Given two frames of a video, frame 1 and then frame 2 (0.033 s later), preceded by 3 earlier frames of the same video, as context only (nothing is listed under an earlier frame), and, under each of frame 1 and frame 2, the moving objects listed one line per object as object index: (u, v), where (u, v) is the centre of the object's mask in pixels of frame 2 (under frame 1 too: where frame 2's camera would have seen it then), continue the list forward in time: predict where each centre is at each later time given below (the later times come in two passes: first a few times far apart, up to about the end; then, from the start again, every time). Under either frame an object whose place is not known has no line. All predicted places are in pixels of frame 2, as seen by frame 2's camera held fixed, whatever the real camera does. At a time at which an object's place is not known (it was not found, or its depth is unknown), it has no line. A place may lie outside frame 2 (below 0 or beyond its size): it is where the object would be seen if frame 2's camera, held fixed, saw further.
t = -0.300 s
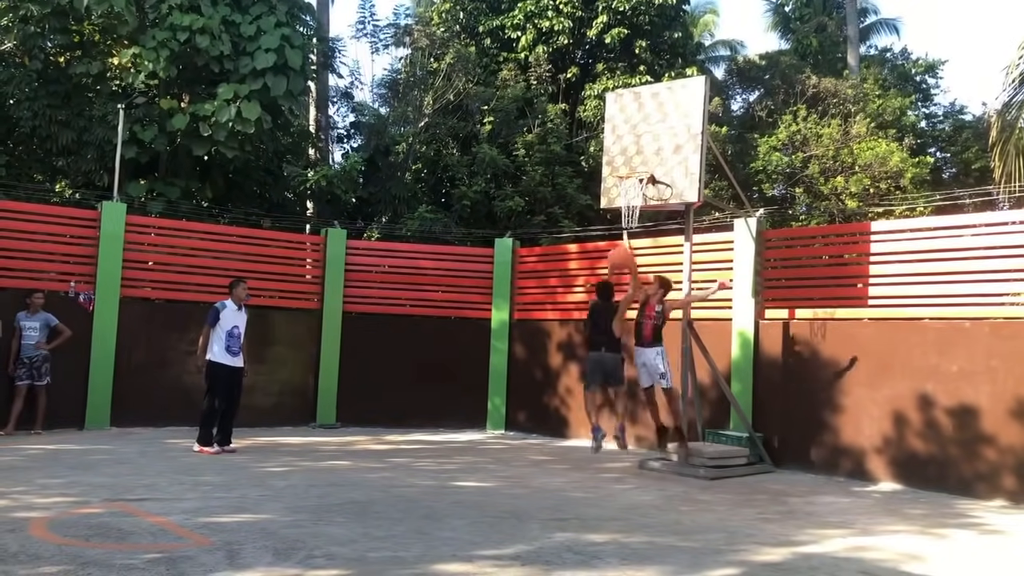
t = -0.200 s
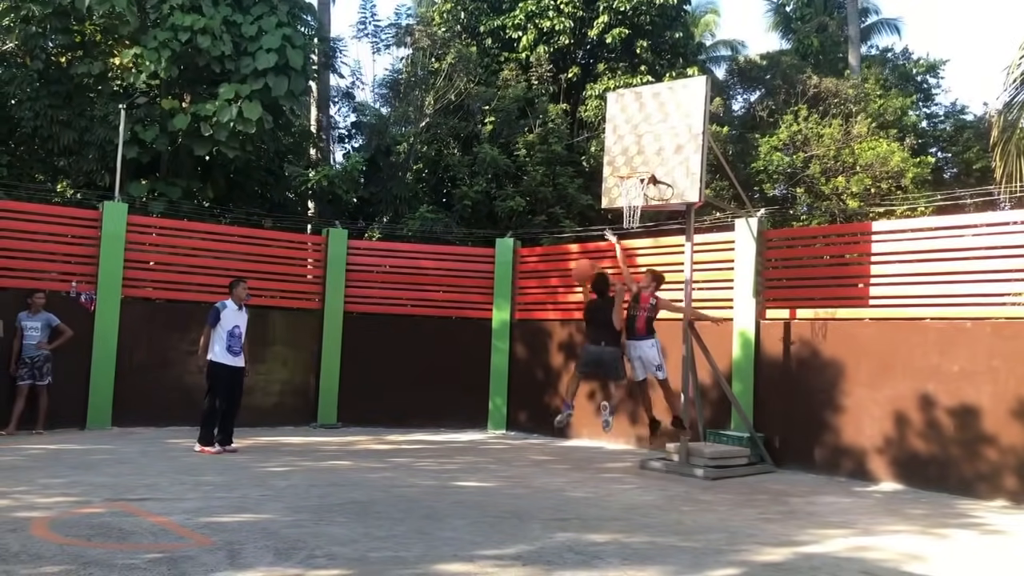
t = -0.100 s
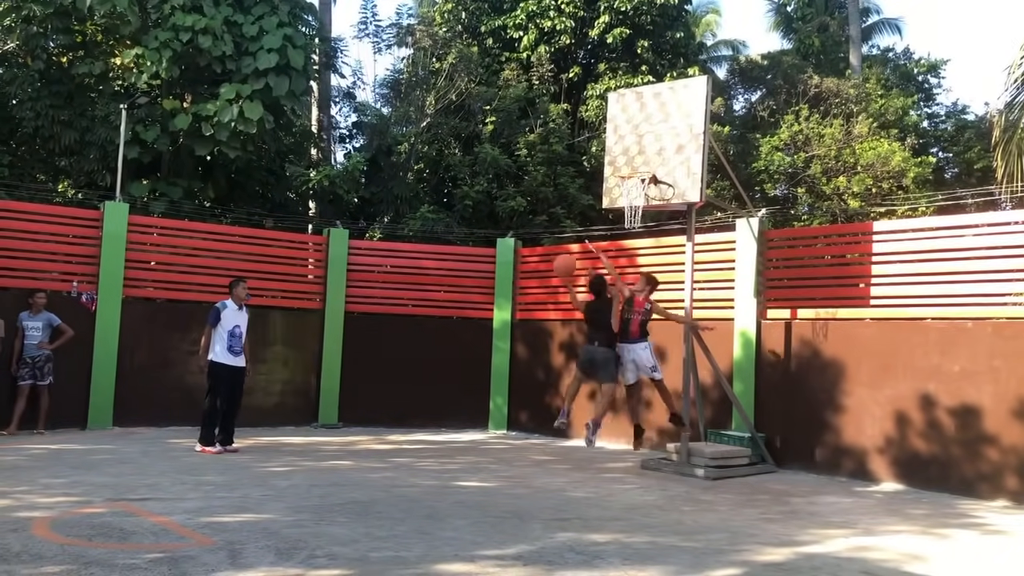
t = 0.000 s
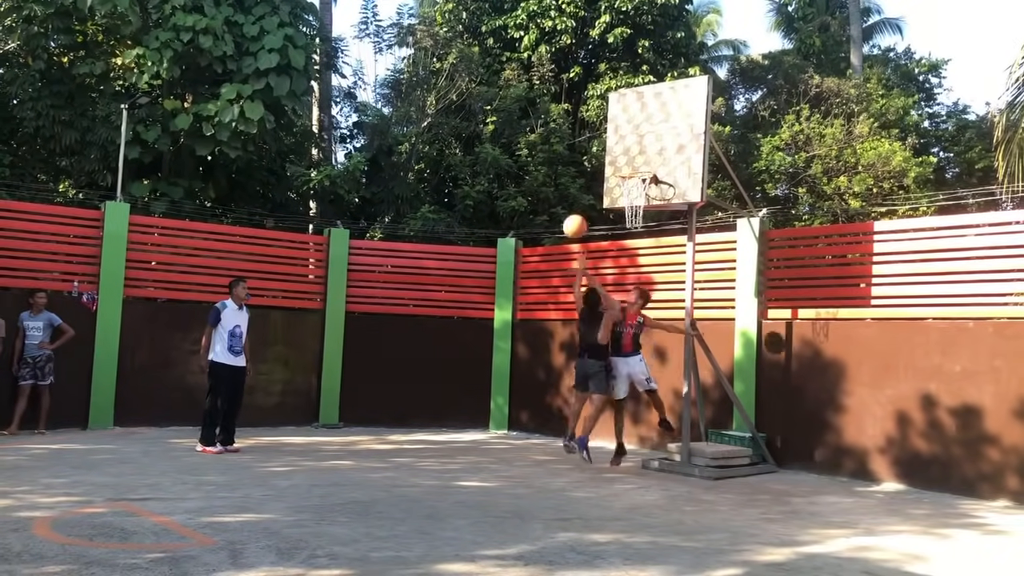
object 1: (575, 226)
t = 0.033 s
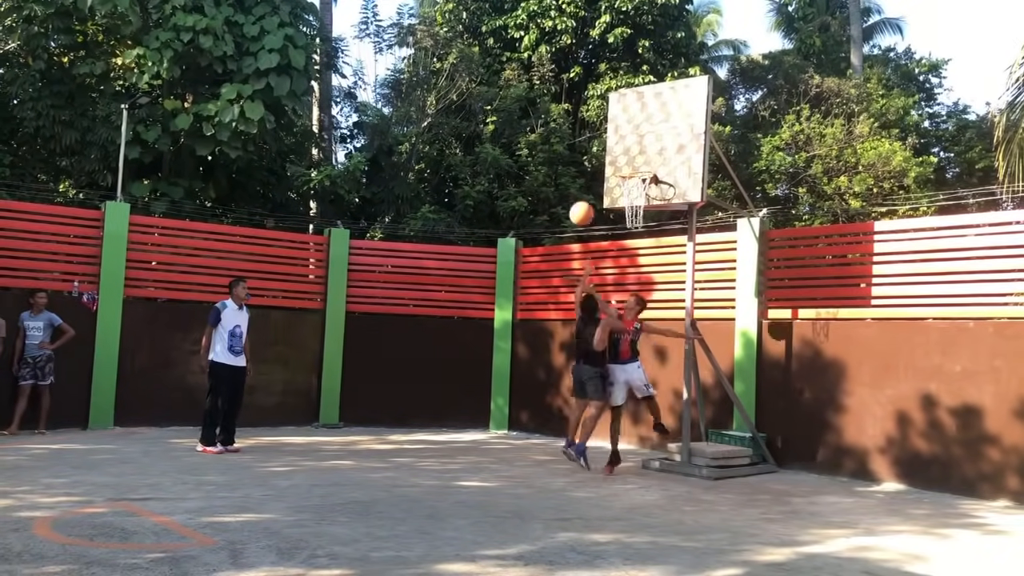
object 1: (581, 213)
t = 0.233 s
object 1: (620, 158)
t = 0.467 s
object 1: (629, 156)
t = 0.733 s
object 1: (639, 189)
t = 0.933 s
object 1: (640, 219)
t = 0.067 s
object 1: (587, 201)
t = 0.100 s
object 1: (593, 190)
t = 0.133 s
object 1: (600, 180)
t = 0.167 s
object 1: (606, 171)
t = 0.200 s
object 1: (612, 164)
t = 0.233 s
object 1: (620, 158)
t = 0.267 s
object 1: (627, 152)
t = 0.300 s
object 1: (628, 149)
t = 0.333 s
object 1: (629, 148)
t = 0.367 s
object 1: (629, 149)
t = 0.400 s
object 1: (629, 149)
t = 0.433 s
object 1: (629, 152)
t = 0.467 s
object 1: (629, 156)
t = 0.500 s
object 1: (630, 161)
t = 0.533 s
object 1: (628, 165)
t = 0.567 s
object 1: (632, 170)
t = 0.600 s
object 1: (633, 173)
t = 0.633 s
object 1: (632, 177)
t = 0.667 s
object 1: (637, 183)
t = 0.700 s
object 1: (639, 184)
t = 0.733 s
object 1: (639, 189)
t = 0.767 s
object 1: (639, 190)
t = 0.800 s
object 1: (644, 199)
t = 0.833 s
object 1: (640, 202)
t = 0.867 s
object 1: (640, 208)
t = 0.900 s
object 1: (640, 212)
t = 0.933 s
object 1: (640, 219)
